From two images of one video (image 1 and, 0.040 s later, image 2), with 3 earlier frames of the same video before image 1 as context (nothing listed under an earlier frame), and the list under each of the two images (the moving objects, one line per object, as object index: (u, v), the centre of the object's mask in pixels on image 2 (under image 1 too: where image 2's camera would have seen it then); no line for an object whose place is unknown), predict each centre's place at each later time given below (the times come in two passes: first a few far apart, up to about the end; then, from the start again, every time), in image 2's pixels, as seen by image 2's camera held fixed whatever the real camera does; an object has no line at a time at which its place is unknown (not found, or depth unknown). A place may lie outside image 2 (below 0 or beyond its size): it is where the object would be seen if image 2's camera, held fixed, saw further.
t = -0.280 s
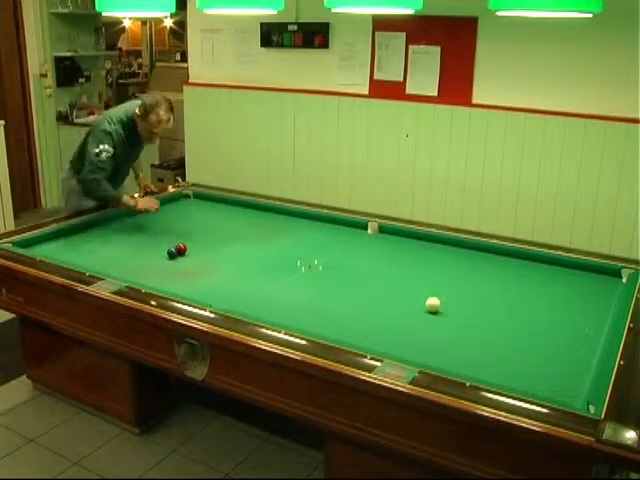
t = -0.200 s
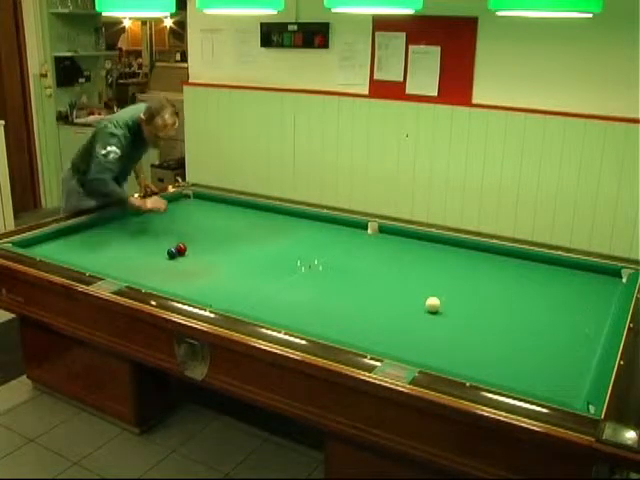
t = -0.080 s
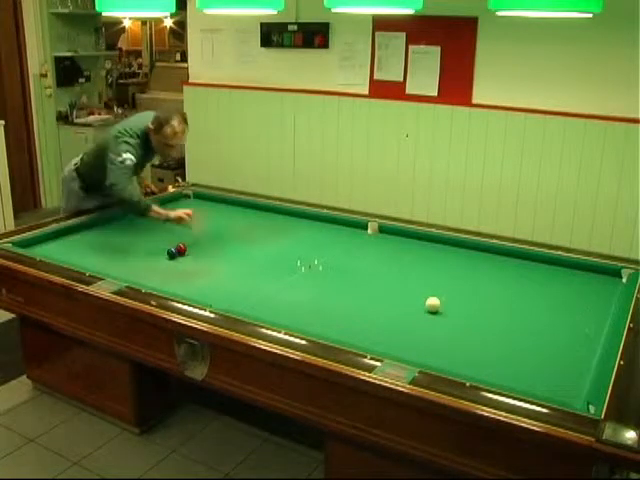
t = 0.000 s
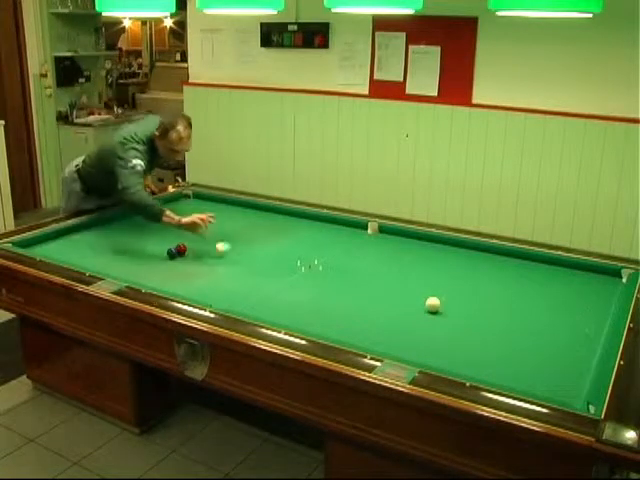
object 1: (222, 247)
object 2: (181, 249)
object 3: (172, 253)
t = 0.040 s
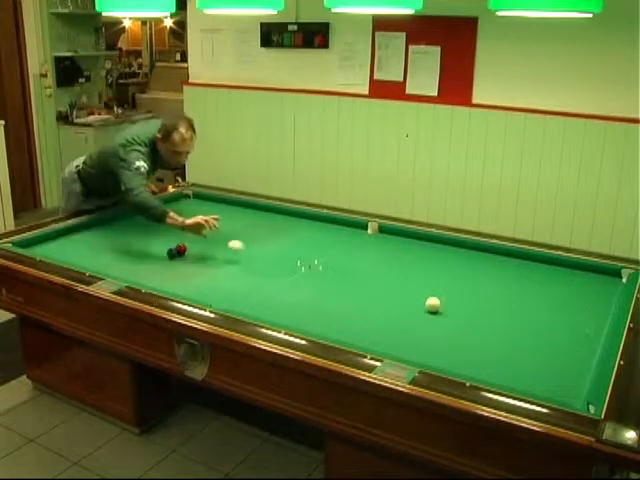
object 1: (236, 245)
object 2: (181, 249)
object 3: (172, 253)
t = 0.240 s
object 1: (319, 281)
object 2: (181, 249)
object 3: (172, 253)
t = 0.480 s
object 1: (437, 320)
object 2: (181, 249)
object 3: (172, 253)
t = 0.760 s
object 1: (574, 377)
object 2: (181, 249)
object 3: (171, 253)
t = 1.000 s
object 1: (465, 359)
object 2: (181, 249)
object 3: (171, 253)
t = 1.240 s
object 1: (377, 342)
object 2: (181, 249)
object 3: (171, 253)
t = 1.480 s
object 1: (297, 325)
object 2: (181, 249)
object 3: (172, 253)
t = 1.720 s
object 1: (244, 306)
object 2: (181, 249)
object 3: (172, 253)
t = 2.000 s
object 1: (190, 288)
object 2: (181, 249)
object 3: (171, 253)
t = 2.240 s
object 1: (150, 275)
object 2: (181, 249)
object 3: (172, 253)
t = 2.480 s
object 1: (115, 262)
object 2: (181, 249)
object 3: (172, 253)
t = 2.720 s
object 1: (84, 250)
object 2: (181, 249)
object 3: (171, 253)
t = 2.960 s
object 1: (56, 240)
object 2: (181, 249)
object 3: (171, 253)
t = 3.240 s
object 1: (75, 240)
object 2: (181, 249)
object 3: (171, 253)
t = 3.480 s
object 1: (102, 243)
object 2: (181, 249)
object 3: (172, 253)
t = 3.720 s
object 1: (128, 246)
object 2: (181, 249)
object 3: (172, 253)
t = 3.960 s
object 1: (154, 248)
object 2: (181, 249)
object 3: (172, 253)
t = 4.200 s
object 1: (170, 248)
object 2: (186, 249)
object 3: (178, 256)
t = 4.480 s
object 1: (177, 248)
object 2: (198, 249)
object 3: (190, 260)
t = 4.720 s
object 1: (182, 247)
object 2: (208, 249)
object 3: (200, 266)
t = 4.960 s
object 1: (187, 246)
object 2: (218, 249)
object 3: (210, 271)
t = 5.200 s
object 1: (191, 245)
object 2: (227, 249)
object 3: (221, 275)
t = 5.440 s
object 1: (194, 244)
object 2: (235, 249)
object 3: (231, 280)
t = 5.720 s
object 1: (197, 244)
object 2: (244, 249)
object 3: (243, 286)
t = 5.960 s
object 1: (200, 243)
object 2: (251, 249)
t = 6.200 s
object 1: (202, 243)
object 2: (257, 249)
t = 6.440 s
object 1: (203, 243)
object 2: (263, 249)
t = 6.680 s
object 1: (204, 243)
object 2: (268, 249)
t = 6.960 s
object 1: (204, 243)
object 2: (274, 249)
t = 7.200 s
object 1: (204, 243)
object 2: (278, 249)
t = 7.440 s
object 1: (204, 243)
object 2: (282, 249)
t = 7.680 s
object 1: (204, 243)
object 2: (285, 249)
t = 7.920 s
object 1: (204, 243)
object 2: (287, 249)
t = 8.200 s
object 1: (204, 243)
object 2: (289, 249)
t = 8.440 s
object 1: (204, 243)
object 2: (290, 249)
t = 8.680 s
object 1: (204, 243)
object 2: (291, 249)
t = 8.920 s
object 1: (204, 243)
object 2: (291, 249)
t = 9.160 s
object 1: (204, 243)
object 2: (291, 249)
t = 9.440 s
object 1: (204, 243)
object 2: (291, 249)
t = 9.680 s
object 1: (204, 243)
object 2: (291, 249)
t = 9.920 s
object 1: (204, 243)
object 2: (291, 249)
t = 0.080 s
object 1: (249, 246)
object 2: (180, 249)
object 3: (172, 253)
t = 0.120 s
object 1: (266, 250)
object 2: (181, 249)
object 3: (172, 253)
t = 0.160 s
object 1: (283, 259)
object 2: (181, 249)
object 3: (172, 253)
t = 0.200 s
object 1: (301, 271)
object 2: (181, 249)
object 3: (172, 253)
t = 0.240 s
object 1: (319, 281)
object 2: (181, 249)
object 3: (172, 253)
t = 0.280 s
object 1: (336, 282)
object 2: (181, 249)
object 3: (172, 253)
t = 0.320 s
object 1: (356, 287)
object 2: (181, 249)
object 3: (172, 253)
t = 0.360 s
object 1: (374, 295)
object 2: (181, 249)
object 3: (172, 253)
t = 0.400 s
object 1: (394, 309)
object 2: (181, 249)
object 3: (172, 253)
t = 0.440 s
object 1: (414, 316)
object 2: (181, 249)
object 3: (172, 253)
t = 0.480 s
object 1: (437, 320)
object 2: (181, 249)
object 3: (172, 253)
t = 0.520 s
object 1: (458, 331)
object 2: (181, 249)
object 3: (172, 253)
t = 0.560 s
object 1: (480, 341)
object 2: (181, 249)
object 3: (172, 253)
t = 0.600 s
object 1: (503, 348)
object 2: (181, 249)
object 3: (171, 253)
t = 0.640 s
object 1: (527, 357)
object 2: (181, 249)
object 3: (171, 253)
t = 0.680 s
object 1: (550, 365)
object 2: (181, 249)
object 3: (171, 253)
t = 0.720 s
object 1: (576, 375)
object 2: (181, 249)
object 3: (171, 253)
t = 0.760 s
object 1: (574, 377)
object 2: (181, 249)
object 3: (171, 253)
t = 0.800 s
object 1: (554, 373)
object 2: (181, 249)
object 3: (171, 253)
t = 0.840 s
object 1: (533, 370)
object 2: (181, 249)
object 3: (171, 253)
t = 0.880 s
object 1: (515, 367)
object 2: (181, 249)
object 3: (171, 253)
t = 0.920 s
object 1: (498, 364)
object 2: (181, 249)
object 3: (171, 253)
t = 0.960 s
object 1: (481, 361)
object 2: (181, 249)
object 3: (171, 253)
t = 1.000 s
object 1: (465, 359)
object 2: (181, 249)
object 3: (171, 253)
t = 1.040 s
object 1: (450, 357)
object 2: (181, 249)
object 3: (171, 253)
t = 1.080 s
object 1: (435, 354)
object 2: (181, 249)
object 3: (171, 253)
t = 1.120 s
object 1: (421, 351)
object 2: (181, 249)
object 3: (171, 253)
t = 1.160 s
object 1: (406, 348)
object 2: (181, 249)
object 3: (171, 253)
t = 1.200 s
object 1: (391, 345)
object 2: (181, 249)
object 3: (171, 253)
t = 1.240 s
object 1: (377, 342)
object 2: (181, 249)
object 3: (171, 253)
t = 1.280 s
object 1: (362, 339)
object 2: (181, 249)
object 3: (171, 253)
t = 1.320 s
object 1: (348, 336)
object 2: (181, 249)
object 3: (171, 253)
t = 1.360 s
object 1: (334, 332)
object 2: (181, 249)
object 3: (171, 253)
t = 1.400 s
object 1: (321, 330)
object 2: (181, 249)
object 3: (171, 253)
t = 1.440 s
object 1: (307, 328)
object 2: (181, 249)
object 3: (172, 253)
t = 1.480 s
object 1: (297, 325)
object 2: (181, 249)
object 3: (172, 253)
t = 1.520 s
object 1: (287, 322)
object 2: (181, 249)
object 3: (172, 253)
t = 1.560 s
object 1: (279, 318)
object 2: (181, 249)
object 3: (172, 253)
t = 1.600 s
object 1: (269, 315)
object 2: (181, 249)
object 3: (172, 253)
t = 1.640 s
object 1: (261, 312)
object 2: (181, 249)
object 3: (171, 253)
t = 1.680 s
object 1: (252, 309)
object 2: (181, 249)
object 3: (172, 253)
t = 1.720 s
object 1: (244, 306)
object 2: (181, 249)
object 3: (172, 253)
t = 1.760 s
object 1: (235, 304)
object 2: (181, 249)
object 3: (172, 253)
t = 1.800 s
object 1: (227, 300)
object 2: (181, 249)
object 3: (172, 253)
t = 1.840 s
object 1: (218, 299)
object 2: (181, 249)
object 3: (172, 253)
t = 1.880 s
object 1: (212, 297)
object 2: (181, 249)
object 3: (172, 253)
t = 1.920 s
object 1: (204, 294)
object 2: (181, 249)
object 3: (171, 253)
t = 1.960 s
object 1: (198, 292)
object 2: (181, 249)
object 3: (171, 253)
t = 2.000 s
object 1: (190, 288)
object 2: (181, 249)
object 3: (171, 253)
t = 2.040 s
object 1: (183, 287)
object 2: (181, 249)
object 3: (171, 253)
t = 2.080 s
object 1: (176, 284)
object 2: (181, 249)
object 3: (172, 253)
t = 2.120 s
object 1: (169, 282)
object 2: (181, 249)
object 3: (172, 253)
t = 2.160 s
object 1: (163, 279)
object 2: (181, 249)
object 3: (172, 253)
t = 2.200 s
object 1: (156, 277)
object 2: (181, 249)
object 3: (172, 253)
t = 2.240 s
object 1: (150, 275)
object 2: (181, 249)
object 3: (172, 253)
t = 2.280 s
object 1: (144, 273)
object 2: (181, 249)
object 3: (172, 253)
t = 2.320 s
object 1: (138, 270)
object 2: (181, 249)
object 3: (172, 253)
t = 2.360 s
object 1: (133, 268)
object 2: (181, 249)
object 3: (172, 253)
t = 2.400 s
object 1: (126, 266)
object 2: (181, 249)
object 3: (172, 253)
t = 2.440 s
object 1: (120, 264)
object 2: (181, 249)
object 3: (172, 253)
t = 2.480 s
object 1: (115, 262)
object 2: (181, 249)
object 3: (172, 253)
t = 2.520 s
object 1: (110, 260)
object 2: (181, 249)
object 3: (172, 253)
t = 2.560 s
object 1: (104, 258)
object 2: (181, 249)
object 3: (172, 253)
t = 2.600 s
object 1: (99, 256)
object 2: (181, 249)
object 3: (172, 253)
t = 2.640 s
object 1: (94, 254)
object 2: (181, 249)
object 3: (172, 253)
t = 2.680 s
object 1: (89, 252)
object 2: (181, 249)
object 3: (172, 253)
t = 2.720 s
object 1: (84, 250)
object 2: (181, 249)
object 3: (171, 253)
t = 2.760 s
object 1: (79, 248)
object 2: (181, 249)
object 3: (171, 253)
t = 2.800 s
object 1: (75, 247)
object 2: (181, 249)
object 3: (171, 253)
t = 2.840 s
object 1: (70, 245)
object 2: (181, 249)
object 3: (171, 253)
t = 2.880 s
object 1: (65, 243)
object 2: (181, 249)
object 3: (171, 253)
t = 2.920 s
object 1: (61, 242)
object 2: (181, 249)
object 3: (171, 253)
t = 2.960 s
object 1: (56, 240)
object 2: (181, 249)
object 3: (171, 253)
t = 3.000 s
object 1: (53, 238)
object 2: (181, 249)
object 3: (171, 253)
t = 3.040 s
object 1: (52, 238)
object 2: (181, 249)
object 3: (171, 253)
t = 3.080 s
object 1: (57, 238)
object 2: (181, 249)
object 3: (171, 253)
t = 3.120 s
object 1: (62, 239)
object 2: (181, 249)
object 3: (171, 253)
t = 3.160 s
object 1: (66, 239)
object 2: (181, 249)
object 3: (171, 253)
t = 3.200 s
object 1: (70, 240)
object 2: (181, 249)
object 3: (171, 253)
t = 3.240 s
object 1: (75, 240)
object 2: (181, 249)
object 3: (171, 253)
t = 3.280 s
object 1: (79, 241)
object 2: (181, 249)
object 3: (171, 253)
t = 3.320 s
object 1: (84, 241)
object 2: (181, 249)
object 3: (171, 253)
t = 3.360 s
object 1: (88, 241)
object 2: (181, 249)
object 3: (171, 253)
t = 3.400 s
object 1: (92, 242)
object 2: (181, 249)
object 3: (171, 253)
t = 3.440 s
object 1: (97, 243)
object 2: (181, 249)
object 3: (171, 253)
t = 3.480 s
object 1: (102, 243)
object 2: (181, 249)
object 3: (172, 253)
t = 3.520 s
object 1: (105, 243)
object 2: (181, 249)
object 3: (172, 253)
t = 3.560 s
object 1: (110, 244)
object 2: (181, 249)
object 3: (172, 253)
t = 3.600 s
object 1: (115, 244)
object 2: (181, 249)
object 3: (172, 253)
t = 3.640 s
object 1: (119, 245)
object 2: (181, 249)
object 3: (172, 253)
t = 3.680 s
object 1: (123, 245)
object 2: (181, 249)
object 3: (172, 253)
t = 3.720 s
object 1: (128, 246)
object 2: (181, 249)
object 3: (172, 253)
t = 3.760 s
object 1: (133, 246)
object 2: (181, 249)
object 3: (172, 253)
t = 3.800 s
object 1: (136, 247)
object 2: (181, 249)
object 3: (172, 253)
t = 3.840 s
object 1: (141, 247)
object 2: (181, 249)
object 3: (172, 253)
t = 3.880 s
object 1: (145, 248)
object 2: (181, 249)
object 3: (172, 253)
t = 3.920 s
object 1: (150, 248)
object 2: (181, 249)
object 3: (172, 253)
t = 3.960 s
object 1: (154, 248)
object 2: (181, 249)
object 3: (172, 253)
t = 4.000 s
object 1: (159, 249)
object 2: (181, 249)
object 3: (172, 253)
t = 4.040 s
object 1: (162, 249)
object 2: (181, 249)
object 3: (172, 253)
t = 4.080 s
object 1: (166, 248)
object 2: (181, 249)
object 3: (172, 254)
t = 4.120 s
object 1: (167, 248)
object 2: (182, 249)
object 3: (174, 254)
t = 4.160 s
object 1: (169, 248)
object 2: (184, 249)
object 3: (176, 256)
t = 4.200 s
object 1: (170, 248)
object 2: (186, 249)
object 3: (178, 256)
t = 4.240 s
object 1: (171, 248)
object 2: (188, 249)
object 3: (179, 256)
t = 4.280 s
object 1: (172, 248)
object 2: (189, 249)
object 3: (181, 257)
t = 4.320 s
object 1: (173, 248)
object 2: (191, 249)
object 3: (183, 257)
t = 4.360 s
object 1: (174, 248)
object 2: (193, 249)
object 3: (185, 259)
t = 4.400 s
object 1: (175, 248)
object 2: (194, 248)
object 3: (187, 257)
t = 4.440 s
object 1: (176, 248)
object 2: (197, 249)
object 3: (188, 260)
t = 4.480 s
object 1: (177, 248)
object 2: (198, 249)
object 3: (190, 260)
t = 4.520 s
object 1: (178, 248)
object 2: (200, 249)
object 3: (192, 261)
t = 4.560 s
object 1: (179, 248)
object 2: (202, 249)
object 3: (193, 262)
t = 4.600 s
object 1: (180, 247)
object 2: (203, 249)
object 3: (195, 263)
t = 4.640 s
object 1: (181, 247)
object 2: (205, 249)
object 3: (197, 265)
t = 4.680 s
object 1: (181, 247)
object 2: (207, 249)
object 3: (198, 265)
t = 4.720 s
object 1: (182, 247)
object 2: (208, 249)
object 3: (200, 266)
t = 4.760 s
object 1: (183, 247)
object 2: (210, 249)
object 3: (202, 267)
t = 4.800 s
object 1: (184, 247)
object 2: (212, 249)
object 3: (203, 267)
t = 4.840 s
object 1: (184, 247)
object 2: (213, 249)
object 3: (205, 268)
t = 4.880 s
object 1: (185, 246)
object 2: (215, 249)
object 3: (207, 269)
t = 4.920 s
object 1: (186, 246)
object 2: (216, 249)
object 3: (209, 270)
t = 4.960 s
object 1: (187, 246)
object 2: (218, 249)
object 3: (210, 271)
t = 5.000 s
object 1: (188, 246)
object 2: (220, 249)
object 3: (212, 272)
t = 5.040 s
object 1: (188, 246)
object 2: (221, 249)
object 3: (214, 272)
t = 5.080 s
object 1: (189, 246)
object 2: (223, 249)
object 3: (215, 273)
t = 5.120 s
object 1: (189, 246)
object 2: (224, 249)
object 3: (217, 274)
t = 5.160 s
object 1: (190, 245)
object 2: (225, 249)
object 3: (219, 275)
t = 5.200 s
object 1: (191, 245)
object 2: (227, 249)
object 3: (221, 275)
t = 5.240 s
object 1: (191, 245)
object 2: (229, 249)
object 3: (222, 277)
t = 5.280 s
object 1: (192, 245)
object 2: (230, 249)
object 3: (224, 277)
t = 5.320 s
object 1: (192, 245)
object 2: (231, 249)
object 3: (226, 278)
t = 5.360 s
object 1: (193, 245)
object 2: (233, 249)
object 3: (227, 278)
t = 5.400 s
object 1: (193, 245)
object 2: (234, 249)
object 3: (229, 279)
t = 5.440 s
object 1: (194, 244)
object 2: (235, 249)
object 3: (231, 280)
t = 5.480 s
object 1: (194, 244)
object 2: (236, 250)
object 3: (233, 281)
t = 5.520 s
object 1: (195, 244)
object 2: (238, 249)
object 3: (234, 282)
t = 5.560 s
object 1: (196, 244)
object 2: (239, 249)
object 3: (236, 283)
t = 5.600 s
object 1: (196, 244)
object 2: (240, 249)
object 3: (237, 283)
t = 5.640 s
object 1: (197, 244)
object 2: (242, 249)
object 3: (239, 284)
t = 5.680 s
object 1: (197, 244)
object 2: (243, 249)
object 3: (241, 285)
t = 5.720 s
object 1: (197, 244)
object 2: (244, 249)
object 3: (243, 286)
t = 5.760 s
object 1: (197, 244)
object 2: (245, 249)
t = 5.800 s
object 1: (198, 244)
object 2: (246, 249)
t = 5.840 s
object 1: (199, 244)
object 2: (248, 249)
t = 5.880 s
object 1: (199, 244)
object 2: (249, 249)
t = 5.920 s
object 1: (199, 243)
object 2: (250, 249)
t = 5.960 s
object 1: (200, 243)
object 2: (251, 249)
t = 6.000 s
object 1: (200, 243)
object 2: (252, 249)
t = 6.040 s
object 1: (200, 243)
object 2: (253, 249)
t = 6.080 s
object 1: (201, 243)
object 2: (254, 249)
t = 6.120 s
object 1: (201, 243)
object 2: (255, 249)
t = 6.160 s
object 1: (201, 243)
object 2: (256, 249)
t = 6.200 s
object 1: (202, 243)
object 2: (257, 249)
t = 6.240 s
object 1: (202, 243)
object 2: (258, 249)
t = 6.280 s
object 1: (202, 243)
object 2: (259, 249)
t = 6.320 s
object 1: (202, 243)
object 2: (260, 249)
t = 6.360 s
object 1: (202, 243)
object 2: (261, 249)
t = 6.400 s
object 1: (203, 243)
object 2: (262, 249)
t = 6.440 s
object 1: (203, 243)
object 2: (263, 249)
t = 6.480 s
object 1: (203, 243)
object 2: (264, 249)
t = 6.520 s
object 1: (203, 243)
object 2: (265, 249)
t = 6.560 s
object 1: (203, 243)
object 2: (266, 249)
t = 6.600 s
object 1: (204, 243)
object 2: (267, 249)
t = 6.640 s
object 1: (204, 243)
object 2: (268, 249)
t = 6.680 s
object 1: (204, 243)
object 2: (268, 249)
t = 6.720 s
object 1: (204, 243)
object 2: (269, 249)
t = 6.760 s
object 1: (204, 243)
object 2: (270, 249)
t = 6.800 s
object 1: (204, 243)
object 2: (271, 249)
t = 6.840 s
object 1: (204, 243)
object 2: (272, 249)
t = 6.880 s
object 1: (204, 243)
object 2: (273, 249)
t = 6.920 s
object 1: (204, 243)
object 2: (273, 250)
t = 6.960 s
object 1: (204, 243)
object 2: (274, 249)
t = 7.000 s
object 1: (204, 243)
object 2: (275, 249)
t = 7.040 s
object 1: (204, 243)
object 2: (275, 250)
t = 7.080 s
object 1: (204, 243)
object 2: (276, 249)
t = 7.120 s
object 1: (204, 243)
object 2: (277, 250)
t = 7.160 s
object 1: (204, 243)
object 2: (278, 250)
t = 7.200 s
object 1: (204, 243)
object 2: (278, 249)
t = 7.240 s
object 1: (204, 243)
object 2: (279, 249)
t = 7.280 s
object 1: (204, 243)
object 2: (279, 249)
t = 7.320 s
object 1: (204, 243)
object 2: (280, 249)
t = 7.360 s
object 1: (204, 243)
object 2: (281, 250)
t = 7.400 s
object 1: (204, 243)
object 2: (281, 249)
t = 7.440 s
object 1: (204, 243)
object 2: (282, 249)
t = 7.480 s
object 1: (204, 243)
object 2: (282, 249)
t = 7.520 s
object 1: (204, 243)
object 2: (283, 249)
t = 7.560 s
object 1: (204, 243)
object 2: (283, 249)
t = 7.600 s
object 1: (204, 243)
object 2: (284, 249)
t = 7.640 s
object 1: (204, 243)
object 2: (284, 249)
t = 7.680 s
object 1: (204, 243)
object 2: (285, 249)
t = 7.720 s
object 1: (204, 243)
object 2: (285, 249)
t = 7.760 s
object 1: (204, 243)
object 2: (286, 249)
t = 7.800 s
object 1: (204, 243)
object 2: (286, 249)
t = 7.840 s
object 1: (204, 243)
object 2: (287, 249)
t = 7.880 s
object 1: (204, 243)
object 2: (287, 249)
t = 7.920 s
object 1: (204, 243)
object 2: (287, 249)
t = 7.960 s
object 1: (204, 243)
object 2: (287, 249)
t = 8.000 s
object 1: (204, 243)
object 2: (288, 249)
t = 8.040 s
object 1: (204, 243)
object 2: (288, 249)
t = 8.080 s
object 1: (204, 243)
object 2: (288, 249)
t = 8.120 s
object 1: (204, 243)
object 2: (289, 249)
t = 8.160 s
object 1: (204, 243)
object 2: (289, 249)
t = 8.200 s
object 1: (204, 243)
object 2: (289, 249)
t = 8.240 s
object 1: (204, 243)
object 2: (289, 249)
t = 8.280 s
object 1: (204, 243)
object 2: (289, 249)
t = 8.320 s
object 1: (204, 243)
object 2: (290, 249)
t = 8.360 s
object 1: (204, 243)
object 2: (290, 249)
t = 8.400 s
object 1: (204, 243)
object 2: (290, 249)
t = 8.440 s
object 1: (204, 243)
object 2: (290, 249)
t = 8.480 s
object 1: (204, 243)
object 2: (290, 249)
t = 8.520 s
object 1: (204, 243)
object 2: (290, 249)
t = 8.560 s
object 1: (204, 243)
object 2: (291, 249)
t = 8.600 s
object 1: (204, 243)
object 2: (291, 249)
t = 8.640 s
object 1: (204, 243)
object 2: (291, 249)
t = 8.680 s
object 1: (204, 243)
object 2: (291, 249)
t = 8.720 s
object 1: (204, 243)
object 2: (291, 250)
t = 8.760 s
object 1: (204, 243)
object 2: (291, 249)
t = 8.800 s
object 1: (204, 243)
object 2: (291, 249)
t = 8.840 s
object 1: (204, 243)
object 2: (291, 249)
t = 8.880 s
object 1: (204, 243)
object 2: (291, 249)
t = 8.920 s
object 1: (204, 243)
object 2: (291, 249)
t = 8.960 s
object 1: (204, 243)
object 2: (291, 249)
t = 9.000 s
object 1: (204, 243)
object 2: (291, 249)
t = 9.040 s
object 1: (204, 243)
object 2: (291, 249)
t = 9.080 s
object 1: (204, 243)
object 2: (291, 249)
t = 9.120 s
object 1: (204, 243)
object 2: (291, 249)
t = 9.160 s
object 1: (204, 243)
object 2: (291, 249)
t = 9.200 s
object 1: (204, 243)
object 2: (291, 249)
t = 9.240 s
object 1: (204, 243)
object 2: (291, 249)
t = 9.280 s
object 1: (204, 243)
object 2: (291, 249)
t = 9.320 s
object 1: (204, 243)
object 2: (291, 249)
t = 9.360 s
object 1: (204, 243)
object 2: (291, 249)
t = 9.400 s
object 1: (204, 243)
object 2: (291, 249)
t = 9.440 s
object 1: (204, 243)
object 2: (291, 249)
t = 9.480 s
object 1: (204, 243)
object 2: (291, 249)
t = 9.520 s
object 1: (204, 243)
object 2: (291, 249)
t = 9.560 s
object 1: (204, 243)
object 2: (291, 249)
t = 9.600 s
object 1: (204, 243)
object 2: (291, 249)
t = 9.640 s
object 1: (204, 243)
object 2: (291, 249)
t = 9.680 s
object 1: (204, 243)
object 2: (291, 249)
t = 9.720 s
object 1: (204, 243)
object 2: (291, 249)
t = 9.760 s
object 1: (204, 243)
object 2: (291, 249)
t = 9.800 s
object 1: (204, 243)
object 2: (291, 249)
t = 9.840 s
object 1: (204, 243)
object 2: (291, 249)
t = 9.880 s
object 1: (204, 243)
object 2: (291, 249)
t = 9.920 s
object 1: (204, 243)
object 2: (291, 249)
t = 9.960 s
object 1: (204, 243)
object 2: (291, 249)
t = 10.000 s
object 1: (204, 243)
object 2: (291, 249)
